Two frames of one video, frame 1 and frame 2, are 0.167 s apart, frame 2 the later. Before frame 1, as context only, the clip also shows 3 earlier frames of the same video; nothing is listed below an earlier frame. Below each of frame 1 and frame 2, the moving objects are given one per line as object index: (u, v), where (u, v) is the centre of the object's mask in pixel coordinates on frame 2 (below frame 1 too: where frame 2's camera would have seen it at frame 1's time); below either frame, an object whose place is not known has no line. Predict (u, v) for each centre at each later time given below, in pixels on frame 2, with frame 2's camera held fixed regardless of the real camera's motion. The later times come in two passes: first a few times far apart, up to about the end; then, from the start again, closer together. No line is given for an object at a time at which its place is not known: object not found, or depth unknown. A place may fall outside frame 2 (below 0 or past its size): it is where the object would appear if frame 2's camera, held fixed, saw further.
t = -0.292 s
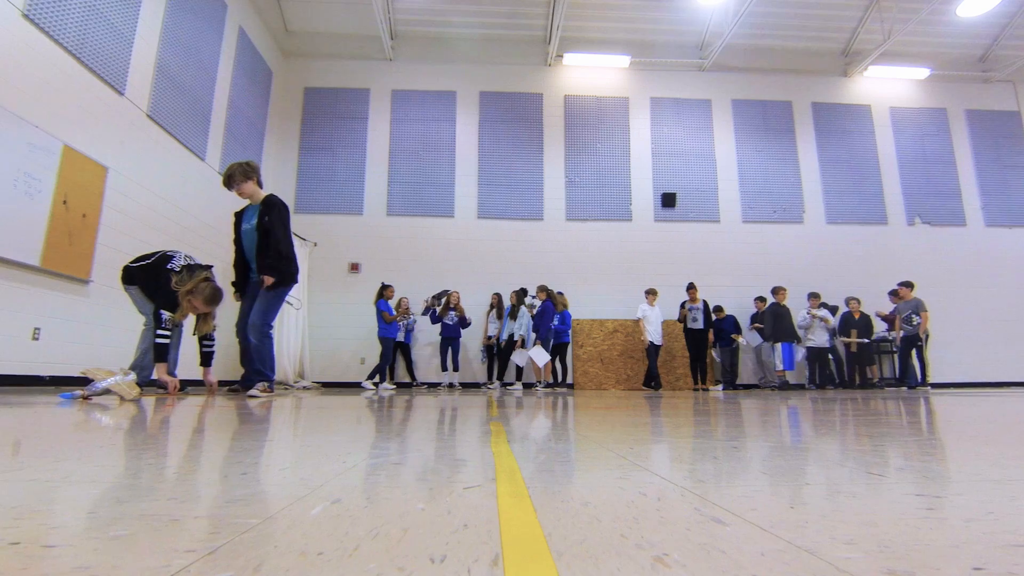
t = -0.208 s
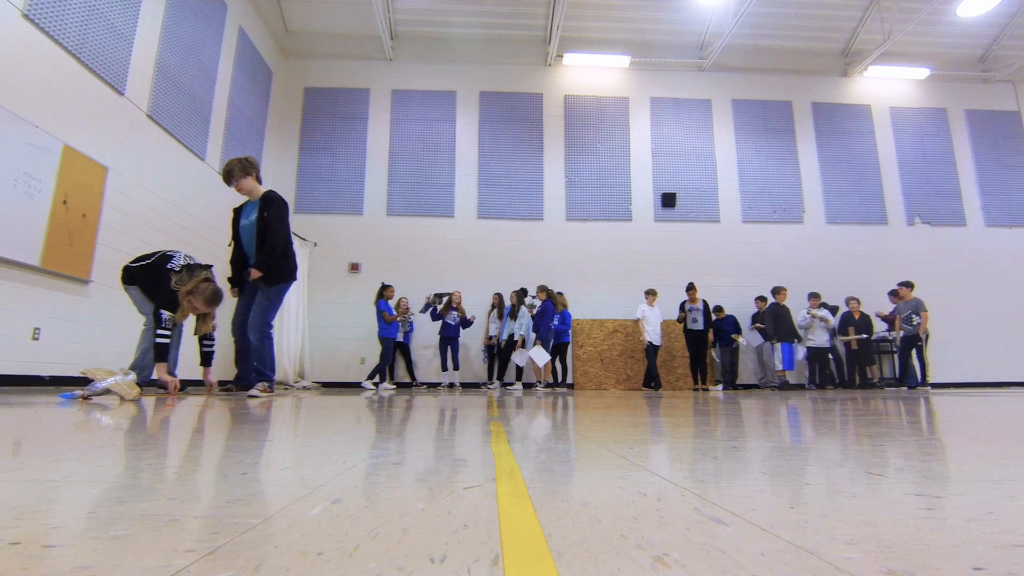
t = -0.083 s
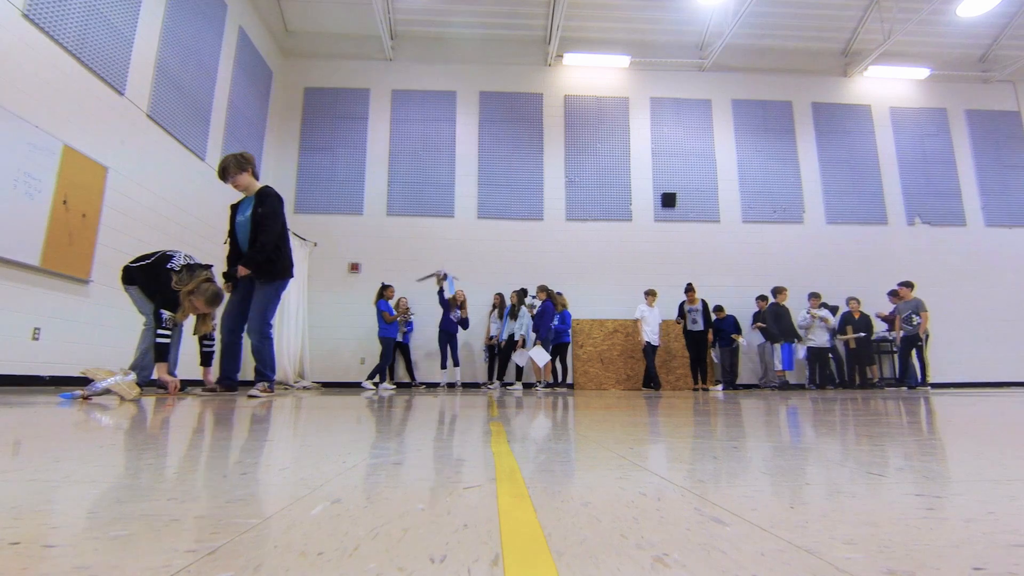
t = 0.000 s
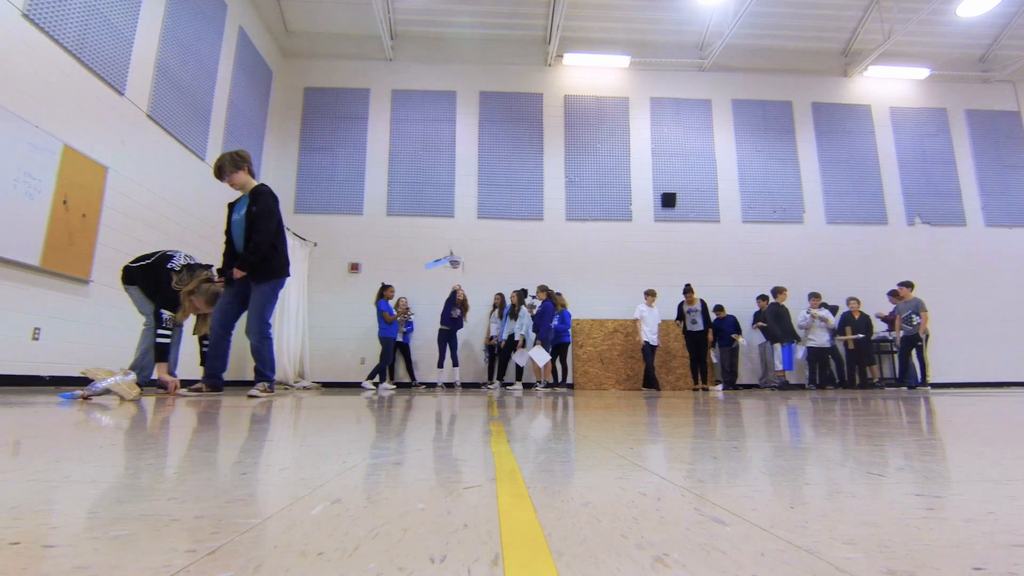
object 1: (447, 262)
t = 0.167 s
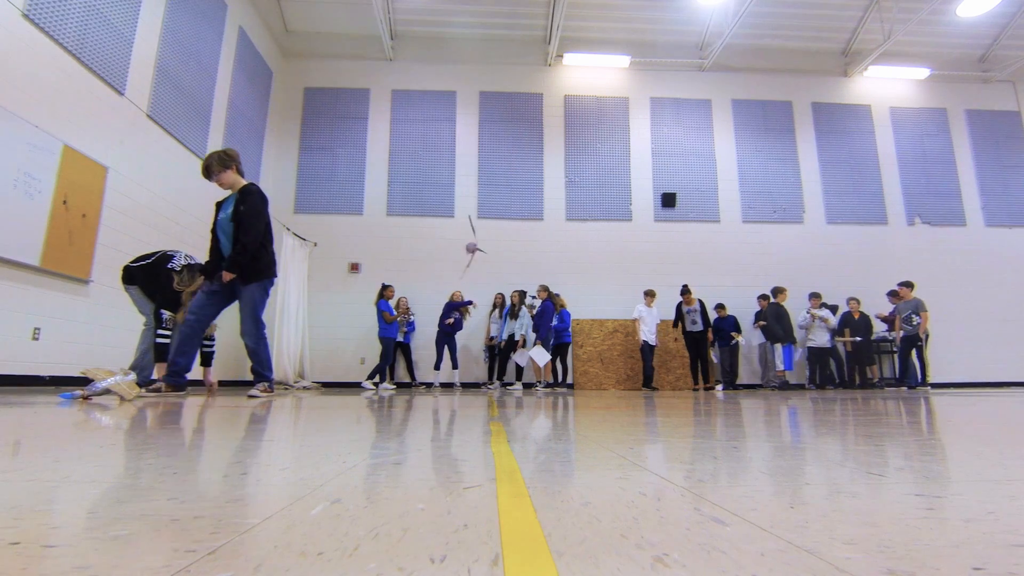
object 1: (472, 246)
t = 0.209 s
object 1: (476, 248)
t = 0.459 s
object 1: (515, 270)
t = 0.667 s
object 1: (574, 340)
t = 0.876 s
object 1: (607, 377)
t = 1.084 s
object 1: (636, 379)
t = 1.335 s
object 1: (647, 379)
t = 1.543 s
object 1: (645, 380)
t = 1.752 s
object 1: (646, 380)
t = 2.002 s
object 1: (645, 380)
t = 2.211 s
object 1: (645, 380)
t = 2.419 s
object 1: (645, 380)
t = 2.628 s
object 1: (645, 380)
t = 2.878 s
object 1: (645, 380)
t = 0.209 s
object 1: (476, 248)
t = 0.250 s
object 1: (483, 246)
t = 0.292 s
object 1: (490, 244)
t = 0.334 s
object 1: (498, 245)
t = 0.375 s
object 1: (505, 251)
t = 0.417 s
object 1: (510, 260)
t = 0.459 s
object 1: (515, 270)
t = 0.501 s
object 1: (522, 280)
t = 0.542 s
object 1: (535, 291)
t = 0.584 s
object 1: (546, 304)
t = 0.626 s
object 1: (559, 320)
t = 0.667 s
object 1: (574, 340)
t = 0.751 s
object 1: (596, 370)
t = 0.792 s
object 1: (596, 376)
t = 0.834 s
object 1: (595, 379)
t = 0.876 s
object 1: (607, 377)
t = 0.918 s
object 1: (612, 375)
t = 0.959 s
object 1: (618, 374)
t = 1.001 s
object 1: (624, 376)
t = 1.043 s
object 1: (630, 378)
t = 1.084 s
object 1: (636, 379)
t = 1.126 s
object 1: (640, 380)
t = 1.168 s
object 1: (643, 379)
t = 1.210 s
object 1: (645, 380)
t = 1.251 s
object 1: (647, 380)
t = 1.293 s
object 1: (647, 380)
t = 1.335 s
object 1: (647, 379)
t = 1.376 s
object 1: (647, 379)
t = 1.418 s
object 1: (644, 379)
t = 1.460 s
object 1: (644, 379)
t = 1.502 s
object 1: (647, 380)
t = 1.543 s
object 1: (645, 380)
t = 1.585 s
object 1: (646, 380)
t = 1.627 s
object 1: (647, 380)
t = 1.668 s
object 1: (647, 380)
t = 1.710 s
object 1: (646, 380)
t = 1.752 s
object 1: (646, 380)
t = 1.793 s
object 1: (646, 380)
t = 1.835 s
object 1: (646, 380)
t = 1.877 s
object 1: (645, 380)
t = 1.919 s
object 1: (645, 380)
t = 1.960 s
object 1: (645, 380)
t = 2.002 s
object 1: (645, 380)
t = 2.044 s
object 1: (645, 380)
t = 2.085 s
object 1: (645, 380)
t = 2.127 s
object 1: (645, 380)
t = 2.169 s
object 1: (645, 380)
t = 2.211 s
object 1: (645, 380)
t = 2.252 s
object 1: (645, 380)
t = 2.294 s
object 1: (645, 380)
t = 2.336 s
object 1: (645, 380)
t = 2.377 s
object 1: (645, 380)
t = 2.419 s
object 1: (645, 380)
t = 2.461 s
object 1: (645, 380)
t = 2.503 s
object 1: (645, 380)
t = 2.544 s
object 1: (645, 380)
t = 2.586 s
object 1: (645, 380)
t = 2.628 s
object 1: (645, 380)
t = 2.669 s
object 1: (645, 380)
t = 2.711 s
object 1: (645, 380)
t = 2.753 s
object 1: (645, 380)
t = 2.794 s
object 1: (645, 380)
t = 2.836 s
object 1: (645, 380)
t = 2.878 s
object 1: (645, 380)
